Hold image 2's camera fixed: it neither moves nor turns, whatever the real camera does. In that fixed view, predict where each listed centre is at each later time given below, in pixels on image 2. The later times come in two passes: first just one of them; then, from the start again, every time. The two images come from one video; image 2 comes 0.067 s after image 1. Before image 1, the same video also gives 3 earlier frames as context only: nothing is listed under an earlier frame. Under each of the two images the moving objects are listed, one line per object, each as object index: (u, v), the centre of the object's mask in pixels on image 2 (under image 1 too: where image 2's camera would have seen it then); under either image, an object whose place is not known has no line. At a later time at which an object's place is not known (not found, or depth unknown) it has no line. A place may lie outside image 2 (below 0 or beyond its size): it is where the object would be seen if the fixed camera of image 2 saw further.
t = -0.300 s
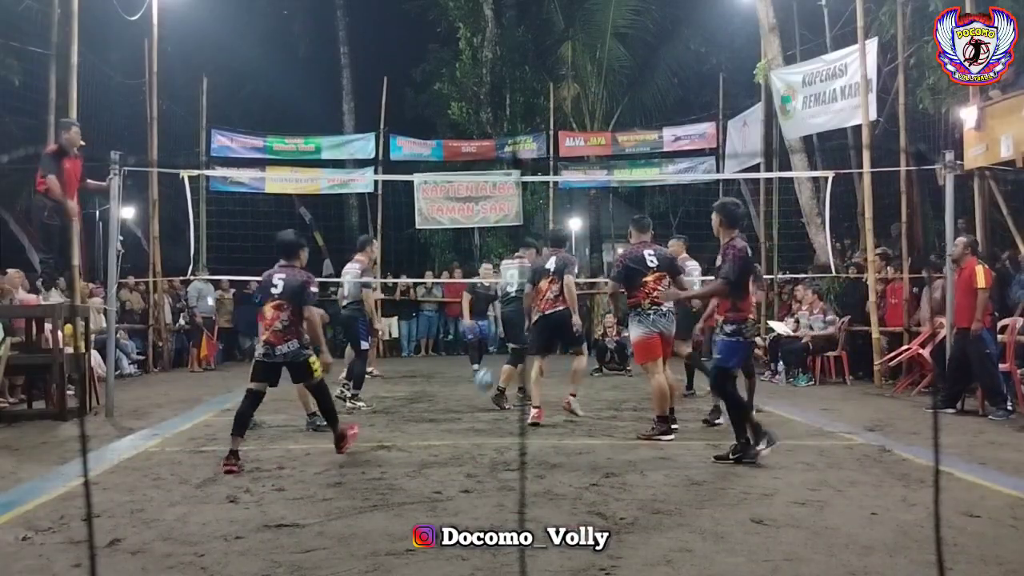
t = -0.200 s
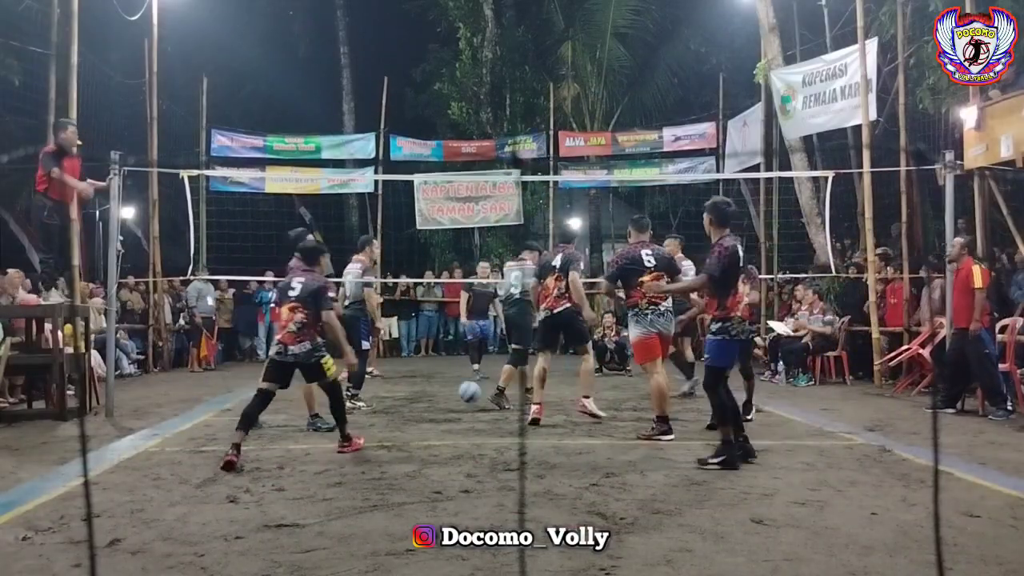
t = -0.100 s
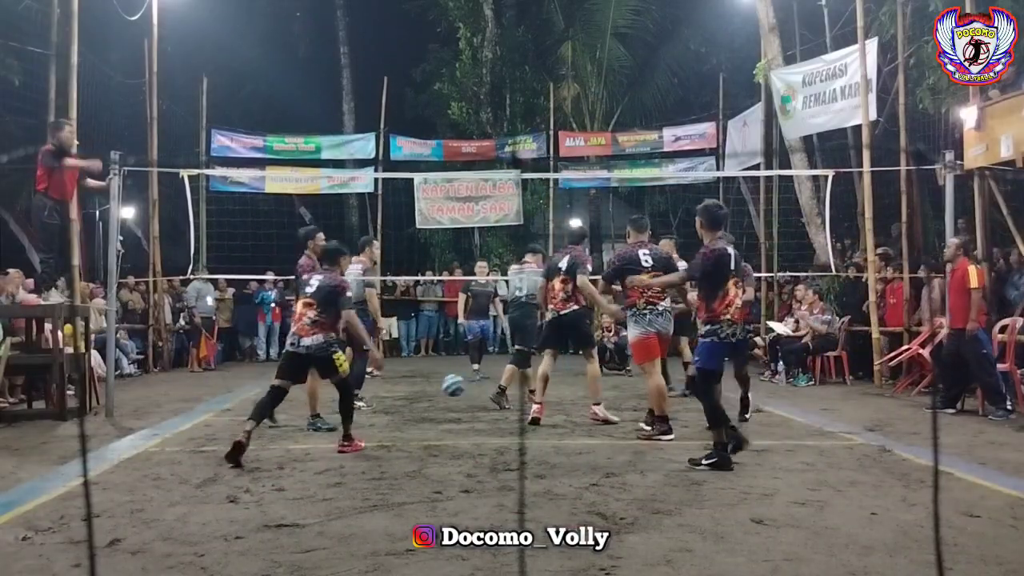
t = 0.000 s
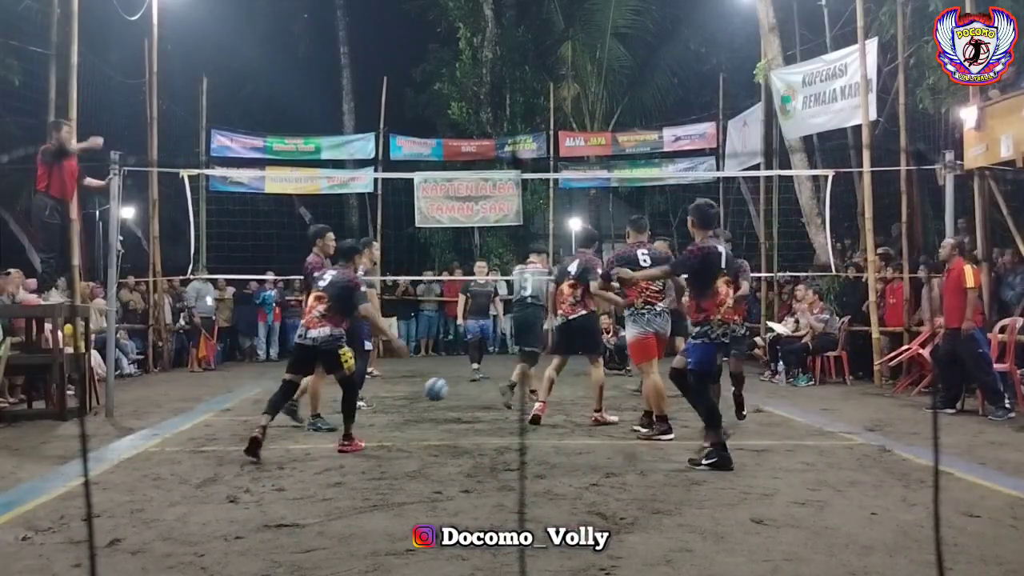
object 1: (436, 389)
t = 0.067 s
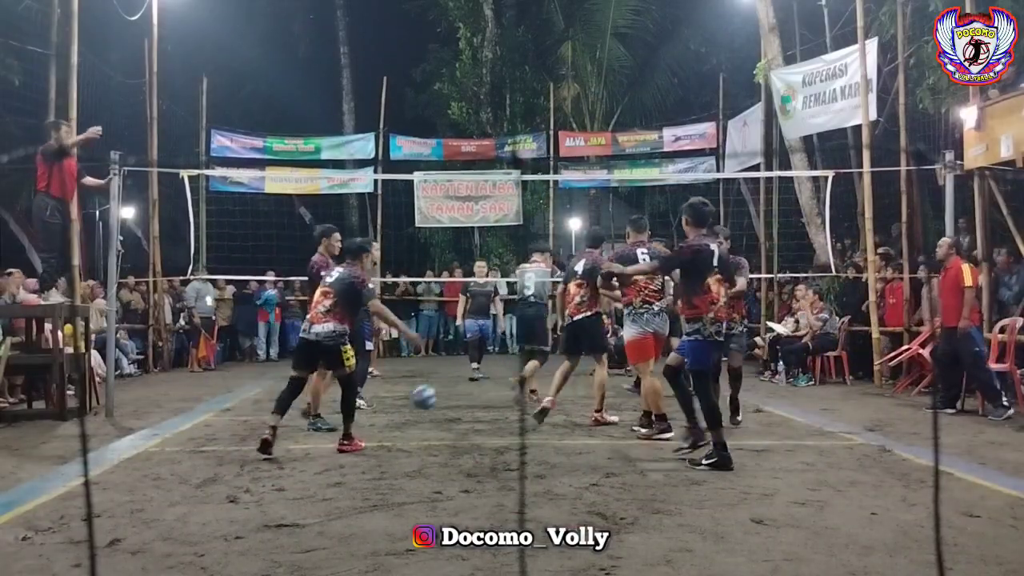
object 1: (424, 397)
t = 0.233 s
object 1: (389, 418)
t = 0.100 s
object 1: (417, 402)
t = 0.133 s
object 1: (410, 411)
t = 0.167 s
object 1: (402, 419)
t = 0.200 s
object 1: (397, 418)
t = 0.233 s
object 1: (389, 418)
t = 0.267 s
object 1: (380, 421)
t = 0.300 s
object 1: (374, 424)
